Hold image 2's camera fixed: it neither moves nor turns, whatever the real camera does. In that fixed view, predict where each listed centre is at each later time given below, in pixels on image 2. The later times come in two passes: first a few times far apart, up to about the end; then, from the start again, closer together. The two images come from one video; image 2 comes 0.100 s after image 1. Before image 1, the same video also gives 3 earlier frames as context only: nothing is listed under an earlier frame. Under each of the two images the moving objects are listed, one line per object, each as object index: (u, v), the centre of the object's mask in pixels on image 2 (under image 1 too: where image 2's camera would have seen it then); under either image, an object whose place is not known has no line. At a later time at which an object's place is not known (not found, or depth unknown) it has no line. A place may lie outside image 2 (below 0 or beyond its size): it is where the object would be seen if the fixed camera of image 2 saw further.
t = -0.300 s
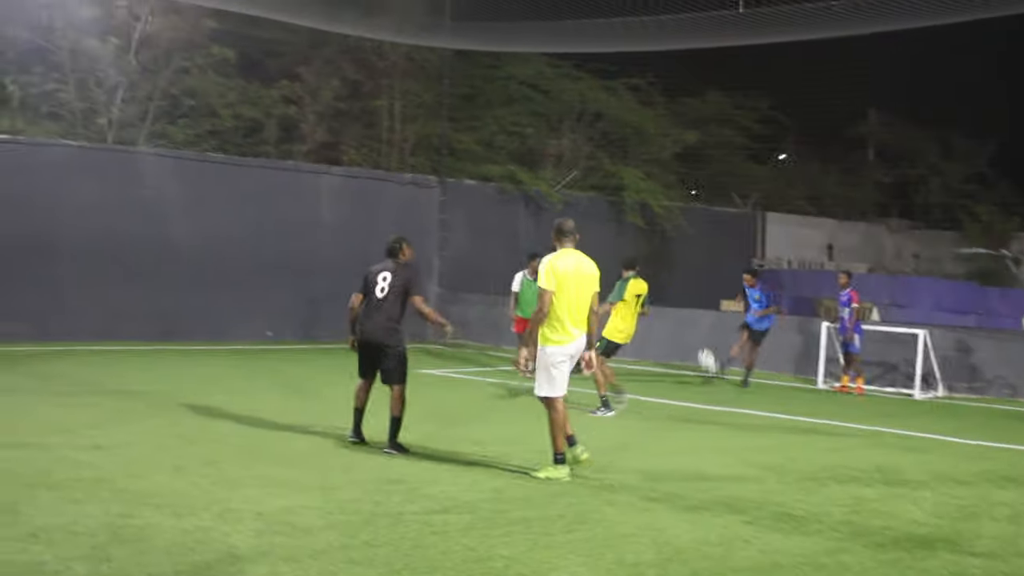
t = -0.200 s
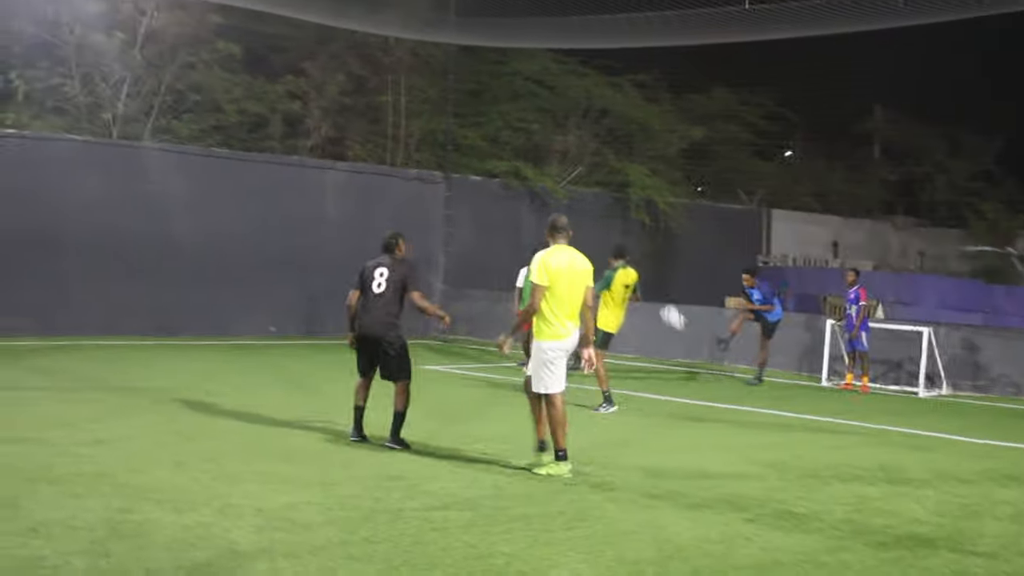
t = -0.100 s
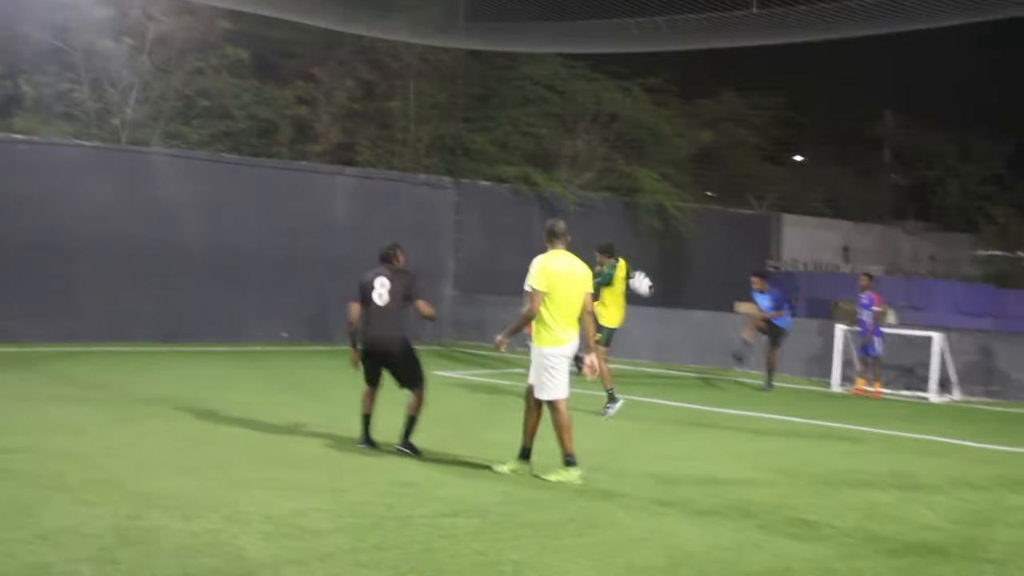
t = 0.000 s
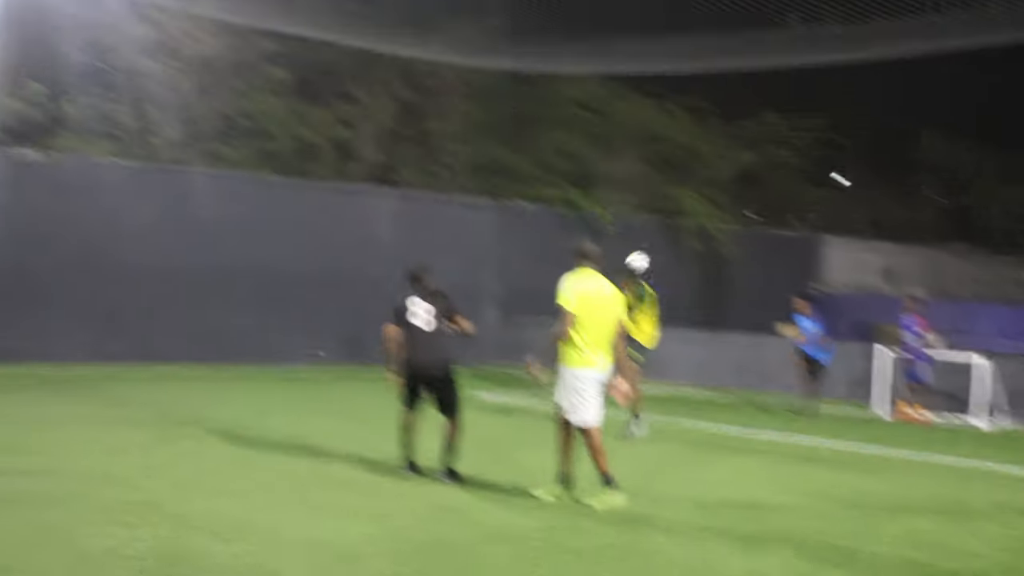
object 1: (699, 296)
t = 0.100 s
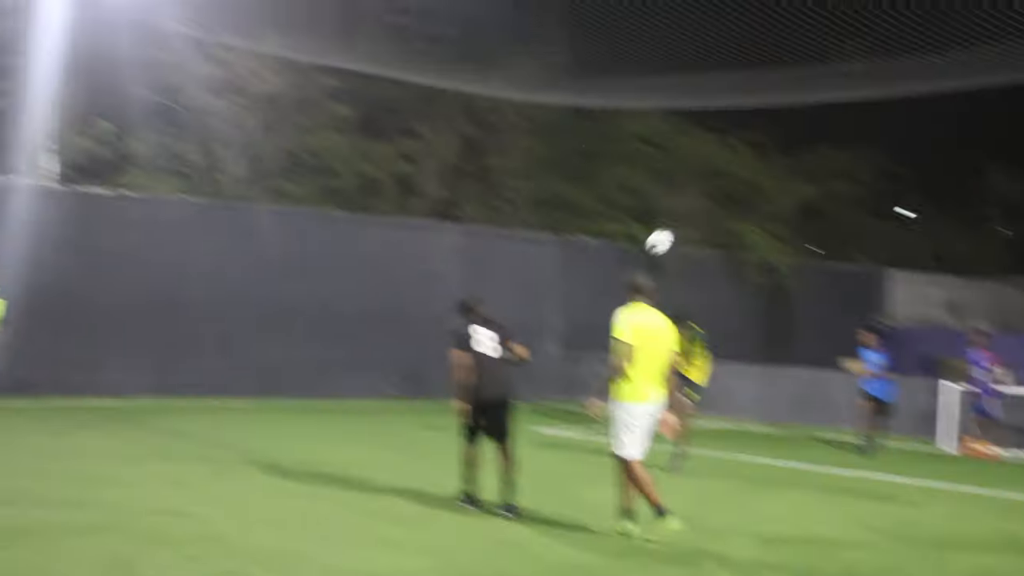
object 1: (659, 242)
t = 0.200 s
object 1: (620, 192)
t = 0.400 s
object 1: (529, 115)
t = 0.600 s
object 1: (423, 74)
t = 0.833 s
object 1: (279, 86)
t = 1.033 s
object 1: (134, 170)
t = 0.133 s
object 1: (647, 225)
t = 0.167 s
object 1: (634, 208)
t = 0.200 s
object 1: (620, 192)
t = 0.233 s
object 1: (606, 177)
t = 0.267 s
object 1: (591, 162)
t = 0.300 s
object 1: (576, 149)
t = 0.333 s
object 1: (561, 137)
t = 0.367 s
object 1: (543, 125)
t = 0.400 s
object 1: (529, 115)
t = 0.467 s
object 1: (495, 97)
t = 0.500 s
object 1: (478, 90)
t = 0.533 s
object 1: (460, 83)
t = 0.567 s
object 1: (441, 78)
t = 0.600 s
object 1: (423, 74)
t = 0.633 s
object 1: (402, 72)
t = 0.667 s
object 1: (383, 70)
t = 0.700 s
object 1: (362, 71)
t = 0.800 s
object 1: (301, 79)
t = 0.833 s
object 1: (279, 86)
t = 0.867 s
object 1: (253, 95)
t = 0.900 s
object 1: (229, 106)
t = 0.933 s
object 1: (203, 120)
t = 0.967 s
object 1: (175, 133)
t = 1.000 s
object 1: (151, 150)
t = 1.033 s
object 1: (134, 170)
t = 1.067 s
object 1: (113, 193)
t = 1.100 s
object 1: (91, 216)
